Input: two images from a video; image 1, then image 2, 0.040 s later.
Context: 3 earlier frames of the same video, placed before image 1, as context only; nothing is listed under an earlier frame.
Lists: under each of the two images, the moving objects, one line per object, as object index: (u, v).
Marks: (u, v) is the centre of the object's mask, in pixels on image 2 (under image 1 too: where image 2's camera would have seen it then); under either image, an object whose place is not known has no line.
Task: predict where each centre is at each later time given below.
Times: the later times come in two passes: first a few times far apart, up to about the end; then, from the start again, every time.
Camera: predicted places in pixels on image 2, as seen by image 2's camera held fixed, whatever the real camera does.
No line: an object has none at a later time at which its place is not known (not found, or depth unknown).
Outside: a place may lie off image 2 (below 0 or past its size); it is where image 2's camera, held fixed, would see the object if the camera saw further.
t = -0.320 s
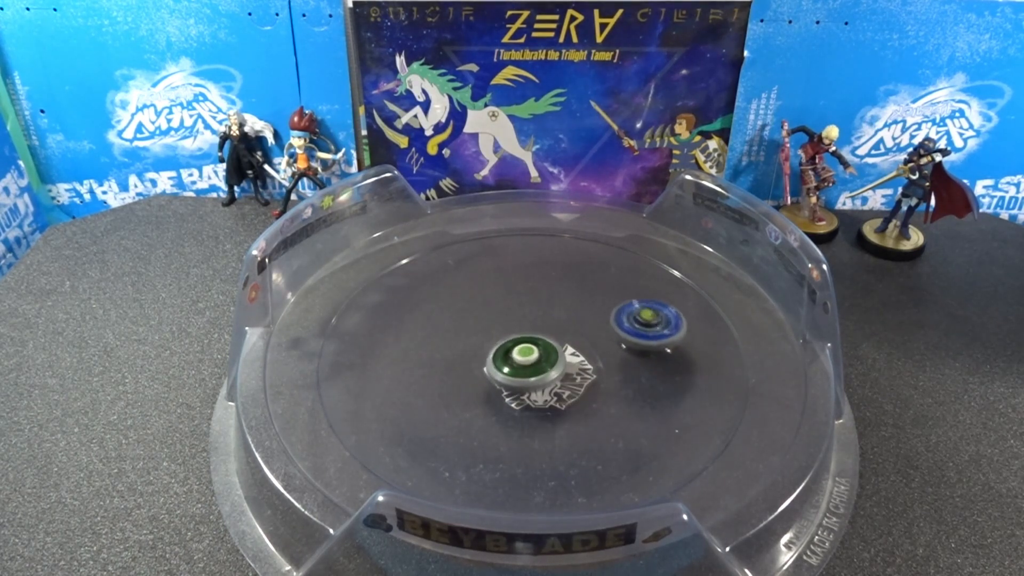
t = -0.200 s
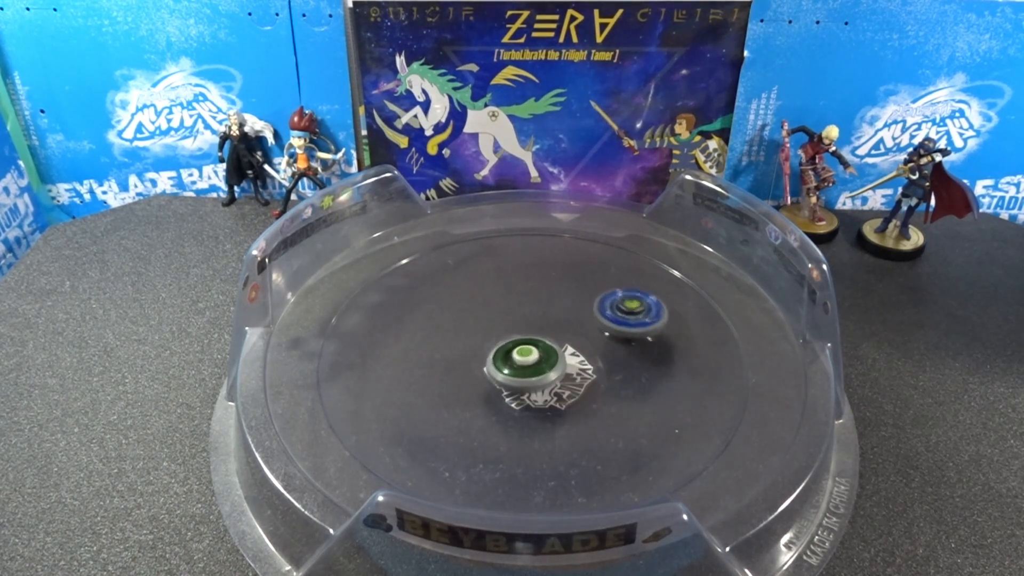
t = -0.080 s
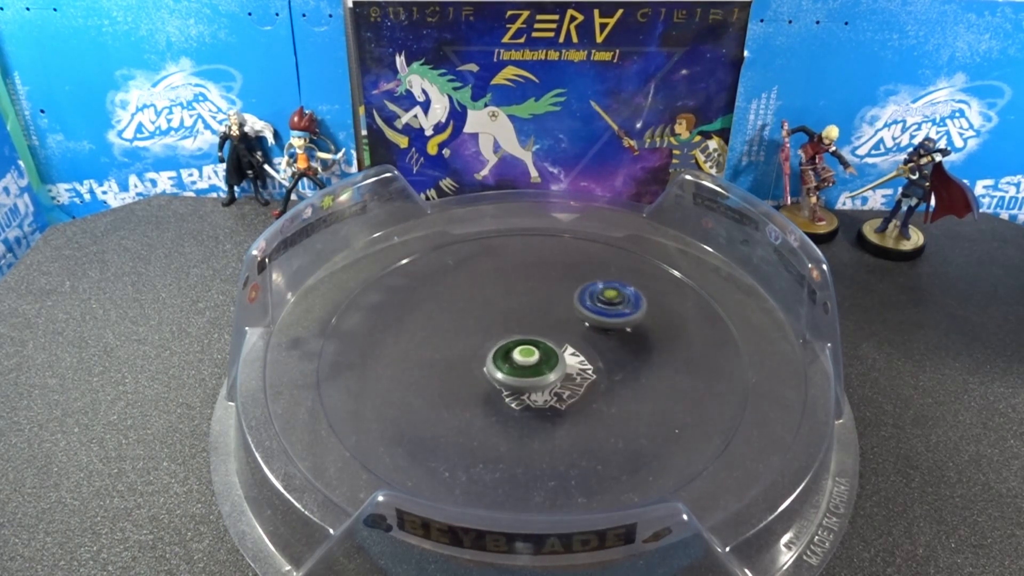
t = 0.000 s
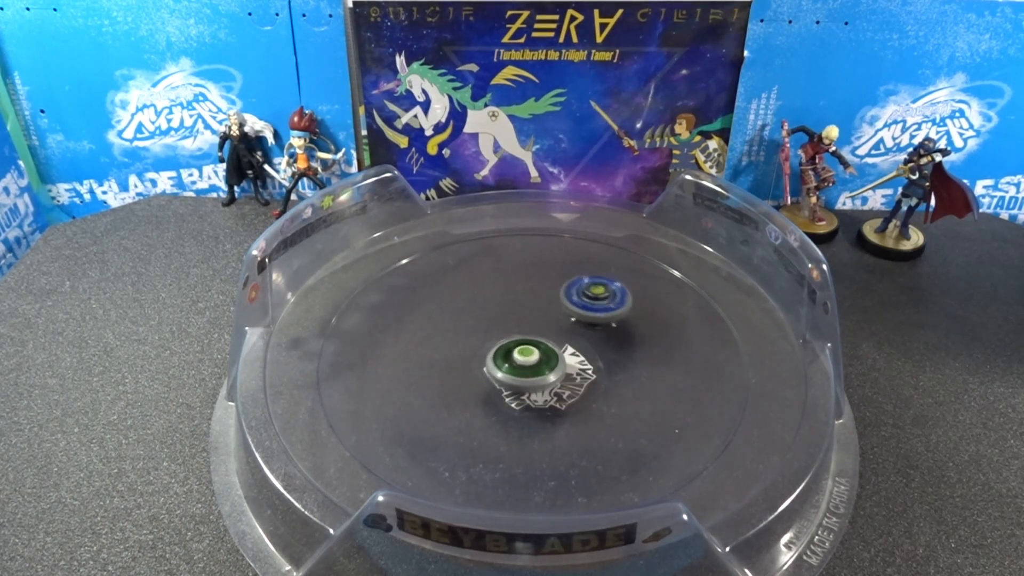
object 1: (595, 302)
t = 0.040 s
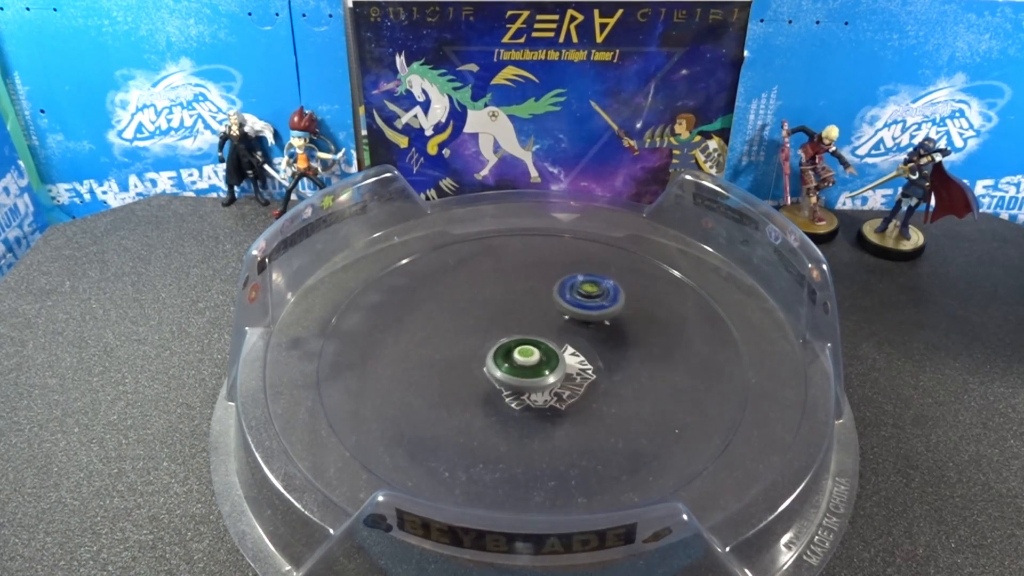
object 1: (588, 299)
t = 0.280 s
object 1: (547, 290)
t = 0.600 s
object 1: (501, 293)
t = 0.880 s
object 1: (477, 311)
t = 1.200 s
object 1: (454, 332)
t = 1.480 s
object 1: (446, 345)
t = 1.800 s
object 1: (462, 359)
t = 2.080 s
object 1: (440, 364)
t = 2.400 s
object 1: (483, 373)
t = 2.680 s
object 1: (532, 380)
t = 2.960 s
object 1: (572, 386)
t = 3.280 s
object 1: (587, 385)
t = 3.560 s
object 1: (573, 368)
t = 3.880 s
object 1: (594, 380)
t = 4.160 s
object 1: (585, 361)
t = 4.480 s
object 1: (606, 355)
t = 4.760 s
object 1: (591, 344)
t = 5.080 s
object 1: (559, 326)
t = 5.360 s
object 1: (606, 251)
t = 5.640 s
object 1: (618, 250)
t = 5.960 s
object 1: (603, 294)
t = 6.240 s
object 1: (572, 316)
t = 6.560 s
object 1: (546, 309)
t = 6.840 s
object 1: (539, 299)
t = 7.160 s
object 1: (544, 305)
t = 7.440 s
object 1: (525, 315)
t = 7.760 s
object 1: (500, 310)
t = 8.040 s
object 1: (502, 311)
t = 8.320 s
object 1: (495, 323)
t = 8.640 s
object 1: (475, 330)
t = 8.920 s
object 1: (478, 329)
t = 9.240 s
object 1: (481, 343)
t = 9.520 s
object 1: (472, 350)
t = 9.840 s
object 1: (471, 348)
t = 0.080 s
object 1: (581, 296)
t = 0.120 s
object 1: (574, 295)
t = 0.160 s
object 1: (568, 293)
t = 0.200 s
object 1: (561, 292)
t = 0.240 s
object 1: (554, 291)
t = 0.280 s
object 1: (547, 290)
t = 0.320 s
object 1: (541, 290)
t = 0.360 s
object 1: (534, 289)
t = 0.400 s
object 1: (528, 289)
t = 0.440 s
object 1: (522, 289)
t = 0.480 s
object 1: (516, 289)
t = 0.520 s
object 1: (511, 290)
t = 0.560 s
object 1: (505, 291)
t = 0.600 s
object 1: (501, 293)
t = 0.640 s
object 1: (496, 294)
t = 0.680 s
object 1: (492, 297)
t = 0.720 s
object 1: (488, 299)
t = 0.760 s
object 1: (485, 302)
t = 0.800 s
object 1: (481, 305)
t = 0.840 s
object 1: (479, 308)
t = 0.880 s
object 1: (477, 311)
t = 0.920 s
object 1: (475, 314)
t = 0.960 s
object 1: (473, 318)
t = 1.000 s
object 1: (472, 321)
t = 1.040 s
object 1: (471, 325)
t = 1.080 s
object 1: (471, 328)
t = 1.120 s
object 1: (471, 334)
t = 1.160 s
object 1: (462, 331)
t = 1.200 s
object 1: (454, 332)
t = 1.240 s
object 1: (453, 332)
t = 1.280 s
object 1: (452, 333)
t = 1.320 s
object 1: (449, 336)
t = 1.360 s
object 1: (447, 338)
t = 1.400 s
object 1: (446, 340)
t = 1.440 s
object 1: (446, 343)
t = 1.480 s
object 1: (446, 345)
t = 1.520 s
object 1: (447, 347)
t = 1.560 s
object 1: (450, 348)
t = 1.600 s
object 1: (452, 351)
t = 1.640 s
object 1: (456, 352)
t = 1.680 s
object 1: (460, 354)
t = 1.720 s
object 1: (465, 357)
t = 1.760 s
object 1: (469, 358)
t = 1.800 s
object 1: (462, 359)
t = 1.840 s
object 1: (442, 356)
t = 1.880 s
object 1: (434, 354)
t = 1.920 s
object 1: (434, 356)
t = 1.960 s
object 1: (434, 358)
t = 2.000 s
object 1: (435, 360)
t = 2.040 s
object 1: (437, 362)
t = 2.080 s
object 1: (440, 364)
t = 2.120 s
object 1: (444, 365)
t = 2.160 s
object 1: (448, 366)
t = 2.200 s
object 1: (453, 367)
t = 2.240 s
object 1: (458, 368)
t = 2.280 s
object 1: (464, 370)
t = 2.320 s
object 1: (470, 371)
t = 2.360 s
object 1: (476, 372)
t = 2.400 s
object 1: (483, 373)
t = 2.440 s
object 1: (490, 374)
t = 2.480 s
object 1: (497, 375)
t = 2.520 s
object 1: (504, 376)
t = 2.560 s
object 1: (511, 377)
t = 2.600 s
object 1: (518, 378)
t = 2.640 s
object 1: (525, 379)
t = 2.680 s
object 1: (532, 380)
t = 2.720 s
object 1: (538, 381)
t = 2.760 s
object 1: (545, 382)
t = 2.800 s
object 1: (551, 383)
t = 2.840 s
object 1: (557, 384)
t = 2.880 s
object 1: (563, 385)
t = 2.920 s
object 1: (568, 386)
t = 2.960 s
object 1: (572, 386)
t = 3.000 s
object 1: (576, 387)
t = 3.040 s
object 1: (580, 387)
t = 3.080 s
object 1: (583, 388)
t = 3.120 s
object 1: (585, 388)
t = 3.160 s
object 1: (587, 387)
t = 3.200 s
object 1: (588, 387)
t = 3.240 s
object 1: (588, 386)
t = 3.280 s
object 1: (587, 385)
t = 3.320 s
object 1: (586, 383)
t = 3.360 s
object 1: (585, 381)
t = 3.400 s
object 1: (583, 379)
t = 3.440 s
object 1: (581, 376)
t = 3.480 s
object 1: (579, 373)
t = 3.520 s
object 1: (576, 371)
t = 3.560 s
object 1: (573, 368)
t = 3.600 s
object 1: (571, 364)
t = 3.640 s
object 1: (578, 371)
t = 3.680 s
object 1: (585, 380)
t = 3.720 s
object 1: (589, 385)
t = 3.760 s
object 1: (590, 385)
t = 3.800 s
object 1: (592, 383)
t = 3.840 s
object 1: (593, 382)
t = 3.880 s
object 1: (594, 380)
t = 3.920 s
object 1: (594, 378)
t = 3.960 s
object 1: (594, 374)
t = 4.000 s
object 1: (592, 373)
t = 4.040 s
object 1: (591, 369)
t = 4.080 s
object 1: (589, 368)
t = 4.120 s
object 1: (587, 364)
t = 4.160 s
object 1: (585, 361)
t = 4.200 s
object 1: (583, 358)
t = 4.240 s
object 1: (589, 360)
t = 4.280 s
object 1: (599, 362)
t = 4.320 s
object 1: (601, 362)
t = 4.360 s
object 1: (602, 361)
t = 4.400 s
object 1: (605, 359)
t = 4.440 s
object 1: (606, 357)
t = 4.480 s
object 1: (606, 355)
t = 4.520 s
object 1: (605, 353)
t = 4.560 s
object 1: (604, 353)
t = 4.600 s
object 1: (602, 351)
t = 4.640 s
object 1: (600, 350)
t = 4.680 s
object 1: (597, 348)
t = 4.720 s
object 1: (594, 345)
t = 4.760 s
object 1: (591, 344)
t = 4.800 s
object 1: (587, 342)
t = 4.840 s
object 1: (583, 340)
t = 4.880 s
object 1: (579, 338)
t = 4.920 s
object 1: (575, 335)
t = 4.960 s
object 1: (571, 333)
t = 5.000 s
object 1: (567, 331)
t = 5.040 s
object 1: (563, 328)
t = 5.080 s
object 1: (559, 326)
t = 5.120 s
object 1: (556, 324)
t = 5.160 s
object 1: (552, 321)
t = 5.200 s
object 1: (553, 317)
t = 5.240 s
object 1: (574, 290)
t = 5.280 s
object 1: (592, 270)
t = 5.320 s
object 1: (602, 256)
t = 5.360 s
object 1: (606, 251)
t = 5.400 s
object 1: (607, 248)
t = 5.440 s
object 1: (609, 245)
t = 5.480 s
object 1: (610, 244)
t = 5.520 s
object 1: (612, 244)
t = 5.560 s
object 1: (614, 245)
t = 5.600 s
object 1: (617, 247)
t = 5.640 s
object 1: (618, 250)
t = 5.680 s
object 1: (619, 254)
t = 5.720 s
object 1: (619, 259)
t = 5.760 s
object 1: (617, 265)
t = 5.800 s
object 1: (613, 270)
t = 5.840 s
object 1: (608, 276)
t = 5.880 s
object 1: (601, 286)
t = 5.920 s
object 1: (593, 294)
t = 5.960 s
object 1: (603, 294)
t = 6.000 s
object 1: (611, 298)
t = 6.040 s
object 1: (608, 302)
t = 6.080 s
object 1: (602, 307)
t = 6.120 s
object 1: (595, 311)
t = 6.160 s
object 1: (586, 312)
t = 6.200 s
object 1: (576, 314)
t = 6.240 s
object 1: (572, 316)
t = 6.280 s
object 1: (567, 318)
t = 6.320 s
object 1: (566, 318)
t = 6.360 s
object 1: (565, 318)
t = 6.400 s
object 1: (560, 316)
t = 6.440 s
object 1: (555, 315)
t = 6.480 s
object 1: (552, 314)
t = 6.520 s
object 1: (549, 312)
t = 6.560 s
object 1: (546, 309)
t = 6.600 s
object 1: (545, 306)
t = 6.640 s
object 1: (543, 306)
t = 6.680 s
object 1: (541, 303)
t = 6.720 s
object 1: (540, 302)
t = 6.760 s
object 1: (540, 301)
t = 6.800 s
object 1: (539, 299)
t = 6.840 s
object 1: (539, 299)
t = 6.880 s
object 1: (539, 299)
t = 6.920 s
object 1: (538, 300)
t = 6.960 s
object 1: (538, 301)
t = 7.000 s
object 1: (541, 300)
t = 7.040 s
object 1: (546, 299)
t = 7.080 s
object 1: (546, 301)
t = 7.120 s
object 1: (545, 303)
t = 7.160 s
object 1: (544, 305)
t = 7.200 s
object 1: (543, 307)
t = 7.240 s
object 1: (540, 308)
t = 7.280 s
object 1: (538, 310)
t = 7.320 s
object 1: (536, 311)
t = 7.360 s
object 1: (532, 313)
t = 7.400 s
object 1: (529, 314)
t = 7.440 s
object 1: (525, 315)
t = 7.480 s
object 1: (522, 316)
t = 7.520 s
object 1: (518, 316)
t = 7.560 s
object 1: (514, 315)
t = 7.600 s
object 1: (510, 315)
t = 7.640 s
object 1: (508, 314)
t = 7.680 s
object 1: (504, 313)
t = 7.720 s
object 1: (502, 312)
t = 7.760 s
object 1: (500, 310)
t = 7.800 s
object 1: (499, 309)
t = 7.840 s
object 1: (499, 308)
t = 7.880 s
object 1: (499, 308)
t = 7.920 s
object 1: (500, 308)
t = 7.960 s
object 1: (500, 308)
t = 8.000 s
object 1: (501, 309)
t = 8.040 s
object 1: (502, 311)
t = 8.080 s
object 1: (502, 312)
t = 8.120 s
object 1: (502, 314)
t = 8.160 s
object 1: (502, 317)
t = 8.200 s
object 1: (501, 319)
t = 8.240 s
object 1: (500, 321)
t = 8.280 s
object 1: (498, 323)
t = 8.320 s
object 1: (495, 323)
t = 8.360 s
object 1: (494, 325)
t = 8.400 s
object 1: (490, 327)
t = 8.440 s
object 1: (486, 328)
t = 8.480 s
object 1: (485, 330)
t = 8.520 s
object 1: (482, 331)
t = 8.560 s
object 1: (478, 331)
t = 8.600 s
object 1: (476, 330)
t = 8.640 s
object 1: (475, 330)
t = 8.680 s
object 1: (474, 329)
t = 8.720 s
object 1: (474, 329)
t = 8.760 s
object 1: (474, 328)
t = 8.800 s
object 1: (474, 328)
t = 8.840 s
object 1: (476, 328)
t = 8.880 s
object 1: (477, 329)
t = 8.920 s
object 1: (478, 329)
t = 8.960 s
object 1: (481, 331)
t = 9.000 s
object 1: (482, 333)
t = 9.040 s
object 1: (483, 336)
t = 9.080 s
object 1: (482, 336)
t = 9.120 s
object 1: (483, 337)
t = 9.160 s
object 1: (483, 340)
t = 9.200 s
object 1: (482, 342)
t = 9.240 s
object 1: (481, 343)
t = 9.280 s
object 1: (481, 345)
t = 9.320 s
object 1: (477, 347)
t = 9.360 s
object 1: (476, 346)
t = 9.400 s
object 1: (476, 347)
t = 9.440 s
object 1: (474, 349)
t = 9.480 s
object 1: (472, 349)
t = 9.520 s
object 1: (472, 350)
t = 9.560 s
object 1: (473, 349)
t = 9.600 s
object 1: (472, 351)
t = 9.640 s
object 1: (474, 351)
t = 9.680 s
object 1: (475, 351)
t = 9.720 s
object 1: (478, 353)
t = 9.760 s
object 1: (470, 350)
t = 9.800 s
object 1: (467, 347)
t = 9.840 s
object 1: (471, 348)
